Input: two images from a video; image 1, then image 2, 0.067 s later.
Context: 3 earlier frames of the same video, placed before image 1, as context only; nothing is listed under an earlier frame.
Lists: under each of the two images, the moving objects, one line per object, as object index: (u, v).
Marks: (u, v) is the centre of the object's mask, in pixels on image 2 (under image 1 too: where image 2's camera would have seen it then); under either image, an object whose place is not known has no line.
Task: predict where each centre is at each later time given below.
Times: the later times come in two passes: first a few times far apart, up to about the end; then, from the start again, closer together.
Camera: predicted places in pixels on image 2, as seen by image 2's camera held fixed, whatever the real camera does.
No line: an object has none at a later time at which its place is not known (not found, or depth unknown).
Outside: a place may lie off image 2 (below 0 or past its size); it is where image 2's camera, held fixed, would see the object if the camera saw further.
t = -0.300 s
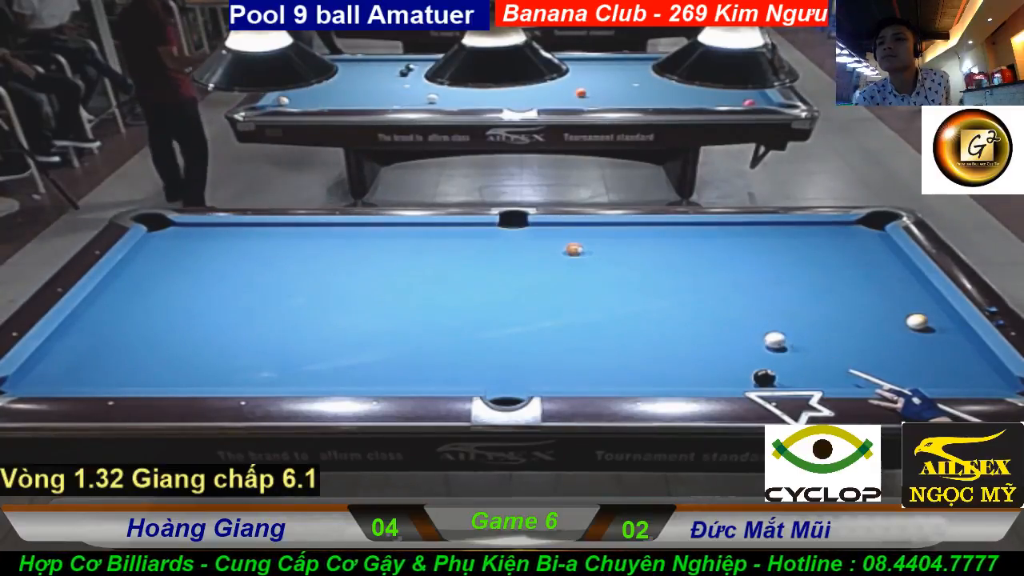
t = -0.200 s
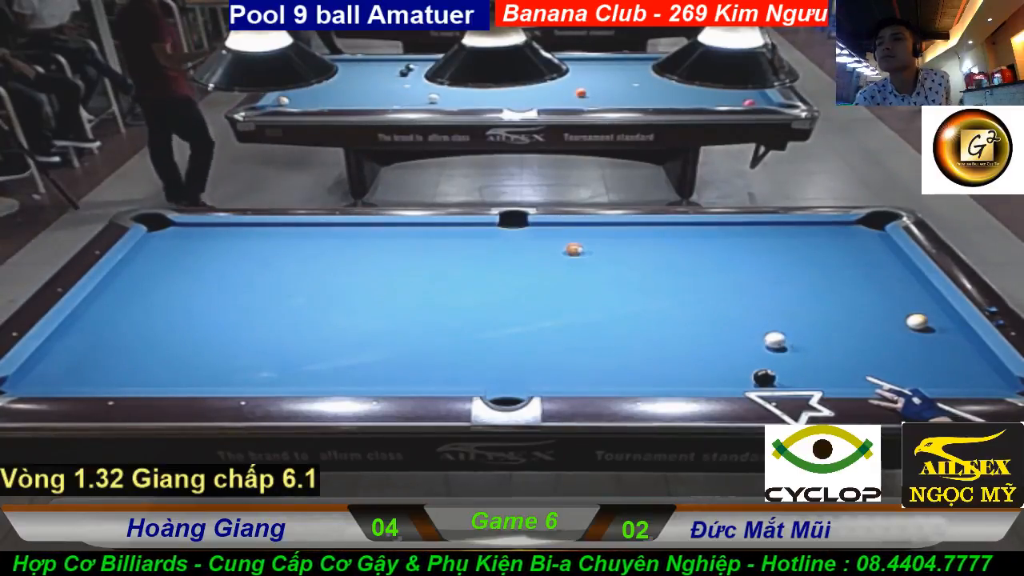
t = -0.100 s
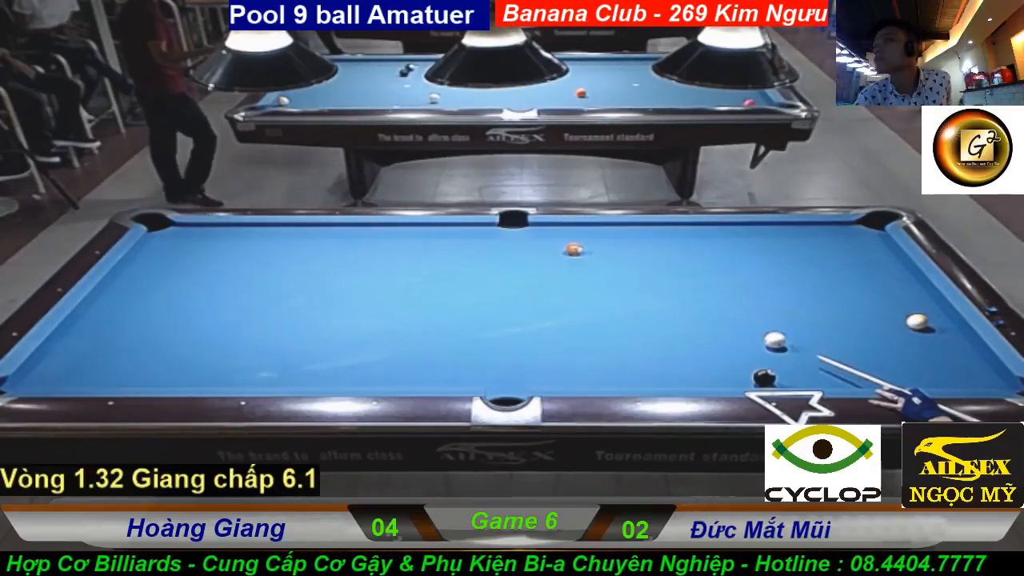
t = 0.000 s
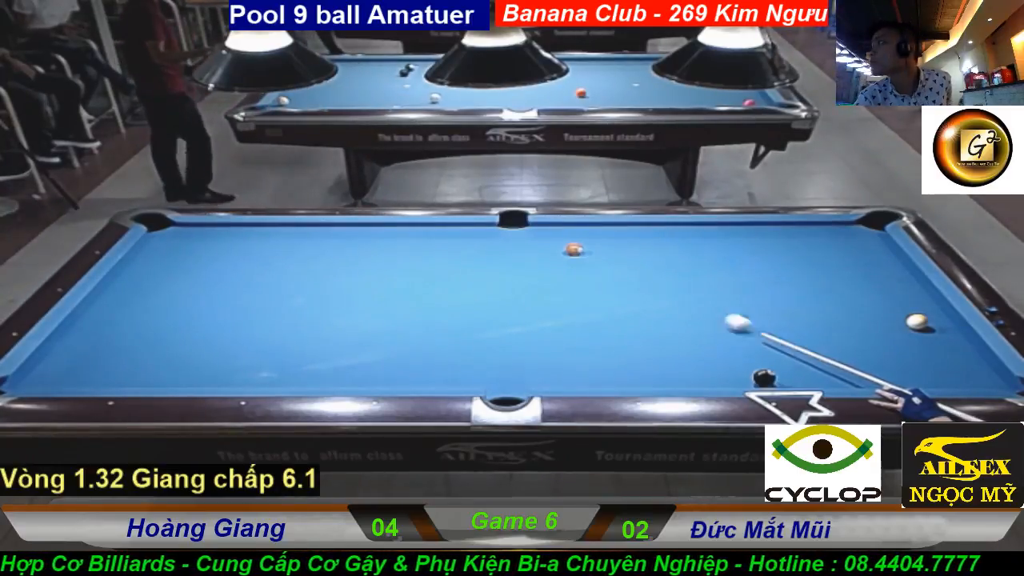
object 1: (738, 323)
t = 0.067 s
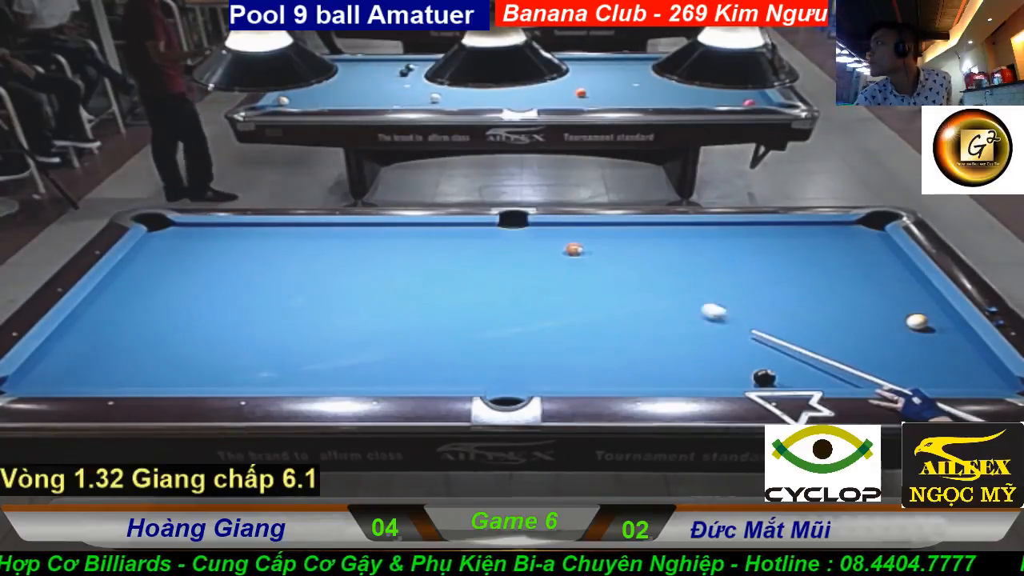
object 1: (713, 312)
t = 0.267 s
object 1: (586, 253)
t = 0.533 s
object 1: (583, 244)
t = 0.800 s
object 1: (561, 226)
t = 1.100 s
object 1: (550, 234)
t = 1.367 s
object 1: (543, 242)
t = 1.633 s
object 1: (534, 250)
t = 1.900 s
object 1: (527, 258)
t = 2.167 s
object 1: (521, 264)
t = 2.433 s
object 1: (513, 272)
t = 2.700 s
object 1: (508, 277)
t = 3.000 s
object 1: (503, 282)
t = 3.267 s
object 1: (498, 287)
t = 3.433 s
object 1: (496, 289)
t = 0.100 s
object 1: (691, 302)
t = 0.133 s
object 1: (670, 292)
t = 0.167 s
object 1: (651, 283)
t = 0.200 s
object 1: (632, 274)
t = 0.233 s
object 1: (615, 267)
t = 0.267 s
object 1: (586, 253)
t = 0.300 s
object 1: (588, 253)
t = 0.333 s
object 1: (588, 252)
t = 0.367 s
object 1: (588, 250)
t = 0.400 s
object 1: (588, 249)
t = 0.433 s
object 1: (587, 248)
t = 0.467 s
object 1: (587, 248)
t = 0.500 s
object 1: (585, 246)
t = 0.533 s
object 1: (583, 244)
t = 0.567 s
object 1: (581, 242)
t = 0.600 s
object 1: (578, 240)
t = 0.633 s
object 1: (576, 238)
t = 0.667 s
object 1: (570, 234)
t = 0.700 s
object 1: (568, 232)
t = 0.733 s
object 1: (566, 230)
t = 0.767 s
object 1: (563, 228)
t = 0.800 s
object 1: (561, 226)
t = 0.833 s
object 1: (559, 226)
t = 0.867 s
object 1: (559, 226)
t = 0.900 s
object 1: (558, 227)
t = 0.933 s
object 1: (557, 229)
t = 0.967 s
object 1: (555, 230)
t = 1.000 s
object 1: (554, 230)
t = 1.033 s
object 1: (553, 231)
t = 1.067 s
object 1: (551, 234)
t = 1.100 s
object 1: (550, 234)
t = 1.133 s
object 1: (549, 235)
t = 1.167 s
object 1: (548, 237)
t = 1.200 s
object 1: (547, 238)
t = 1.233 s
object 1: (546, 239)
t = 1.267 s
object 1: (545, 240)
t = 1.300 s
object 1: (545, 240)
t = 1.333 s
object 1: (544, 241)
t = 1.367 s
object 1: (543, 242)
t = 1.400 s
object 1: (542, 243)
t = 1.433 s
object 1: (541, 244)
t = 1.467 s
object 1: (539, 245)
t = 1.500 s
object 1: (538, 246)
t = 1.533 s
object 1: (537, 248)
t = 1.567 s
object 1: (536, 248)
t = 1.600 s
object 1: (535, 249)
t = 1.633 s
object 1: (534, 250)
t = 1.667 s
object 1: (533, 251)
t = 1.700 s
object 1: (533, 251)
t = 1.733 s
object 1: (533, 252)
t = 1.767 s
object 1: (532, 253)
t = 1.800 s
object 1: (531, 254)
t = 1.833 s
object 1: (530, 255)
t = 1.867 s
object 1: (528, 257)
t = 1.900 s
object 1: (527, 258)
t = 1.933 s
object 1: (526, 259)
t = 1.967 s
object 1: (525, 259)
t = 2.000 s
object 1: (524, 260)
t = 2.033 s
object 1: (523, 261)
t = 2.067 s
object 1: (522, 262)
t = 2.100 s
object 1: (522, 263)
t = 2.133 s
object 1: (522, 263)
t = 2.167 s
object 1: (521, 264)
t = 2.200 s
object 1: (520, 265)
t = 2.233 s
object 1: (518, 267)
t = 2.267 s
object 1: (517, 268)
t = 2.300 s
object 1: (516, 269)
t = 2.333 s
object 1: (515, 270)
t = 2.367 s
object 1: (515, 270)
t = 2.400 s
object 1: (514, 271)
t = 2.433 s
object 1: (513, 272)
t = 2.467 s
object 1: (513, 273)
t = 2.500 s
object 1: (512, 273)
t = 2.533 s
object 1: (512, 273)
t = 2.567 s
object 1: (511, 274)
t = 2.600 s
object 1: (510, 275)
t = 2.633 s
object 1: (510, 275)
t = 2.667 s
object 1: (508, 277)
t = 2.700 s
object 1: (508, 277)
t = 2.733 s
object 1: (507, 278)
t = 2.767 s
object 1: (506, 279)
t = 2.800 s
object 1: (506, 280)
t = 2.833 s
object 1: (505, 280)
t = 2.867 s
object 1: (505, 281)
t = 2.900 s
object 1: (504, 281)
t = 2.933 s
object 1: (503, 282)
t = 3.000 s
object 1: (503, 282)
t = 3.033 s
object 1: (502, 283)
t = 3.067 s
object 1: (501, 284)
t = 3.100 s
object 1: (501, 285)
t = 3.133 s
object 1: (500, 285)
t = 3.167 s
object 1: (499, 286)
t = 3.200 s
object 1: (499, 286)
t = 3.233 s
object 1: (498, 287)
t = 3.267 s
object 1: (498, 287)
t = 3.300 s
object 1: (497, 288)
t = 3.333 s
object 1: (497, 288)
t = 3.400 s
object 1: (496, 289)
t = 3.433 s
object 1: (496, 289)
